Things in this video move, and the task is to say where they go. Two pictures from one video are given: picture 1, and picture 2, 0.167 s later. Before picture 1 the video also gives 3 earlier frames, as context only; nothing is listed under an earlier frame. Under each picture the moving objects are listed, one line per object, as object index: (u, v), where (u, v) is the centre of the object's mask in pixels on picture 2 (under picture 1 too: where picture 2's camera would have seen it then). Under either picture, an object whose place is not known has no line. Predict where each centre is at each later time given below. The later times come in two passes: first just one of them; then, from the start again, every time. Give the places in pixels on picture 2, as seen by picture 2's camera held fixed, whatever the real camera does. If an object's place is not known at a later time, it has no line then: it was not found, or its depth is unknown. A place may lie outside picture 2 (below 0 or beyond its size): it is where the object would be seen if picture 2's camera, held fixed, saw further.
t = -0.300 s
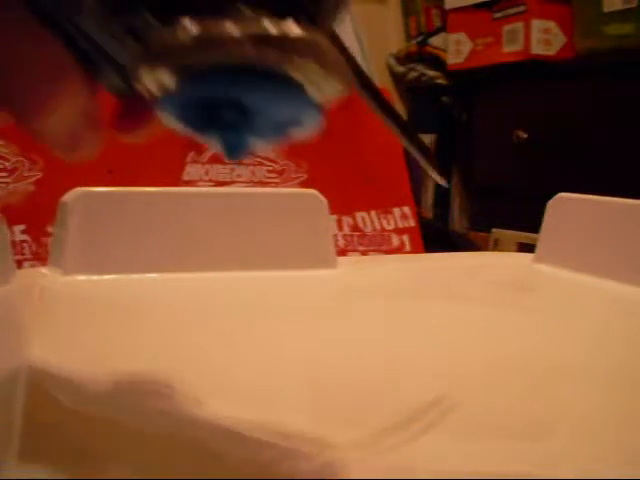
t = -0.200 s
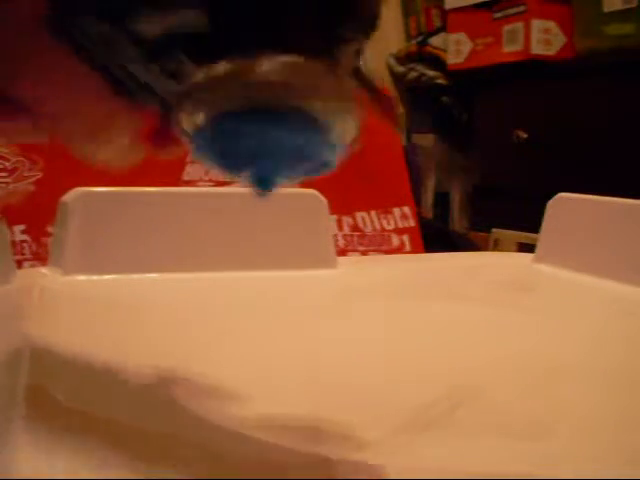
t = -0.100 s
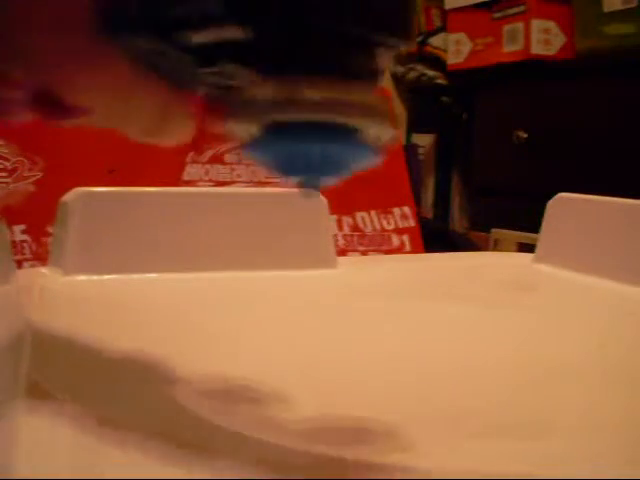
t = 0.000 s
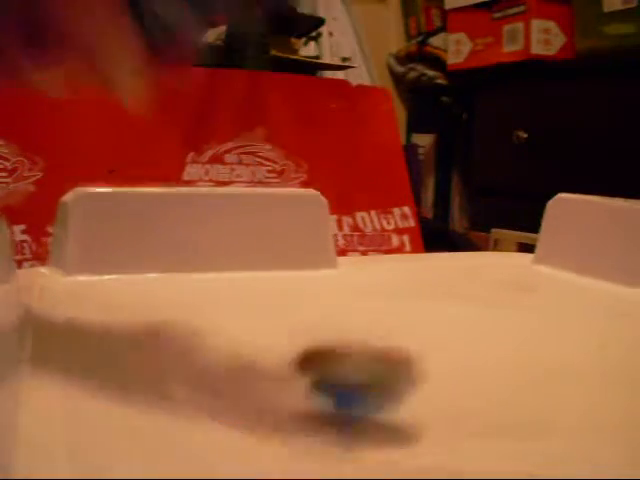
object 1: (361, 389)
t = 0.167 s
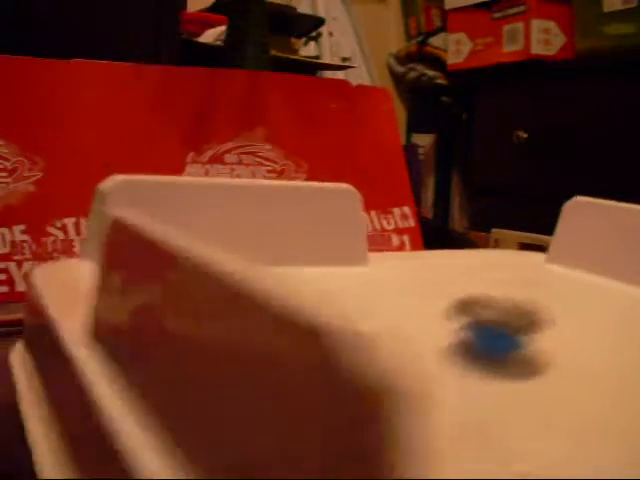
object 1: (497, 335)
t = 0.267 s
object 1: (573, 316)
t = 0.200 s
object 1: (522, 328)
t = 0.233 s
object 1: (548, 320)
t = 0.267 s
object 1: (573, 316)
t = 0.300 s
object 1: (595, 313)
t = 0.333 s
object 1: (610, 311)
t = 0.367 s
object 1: (619, 312)
